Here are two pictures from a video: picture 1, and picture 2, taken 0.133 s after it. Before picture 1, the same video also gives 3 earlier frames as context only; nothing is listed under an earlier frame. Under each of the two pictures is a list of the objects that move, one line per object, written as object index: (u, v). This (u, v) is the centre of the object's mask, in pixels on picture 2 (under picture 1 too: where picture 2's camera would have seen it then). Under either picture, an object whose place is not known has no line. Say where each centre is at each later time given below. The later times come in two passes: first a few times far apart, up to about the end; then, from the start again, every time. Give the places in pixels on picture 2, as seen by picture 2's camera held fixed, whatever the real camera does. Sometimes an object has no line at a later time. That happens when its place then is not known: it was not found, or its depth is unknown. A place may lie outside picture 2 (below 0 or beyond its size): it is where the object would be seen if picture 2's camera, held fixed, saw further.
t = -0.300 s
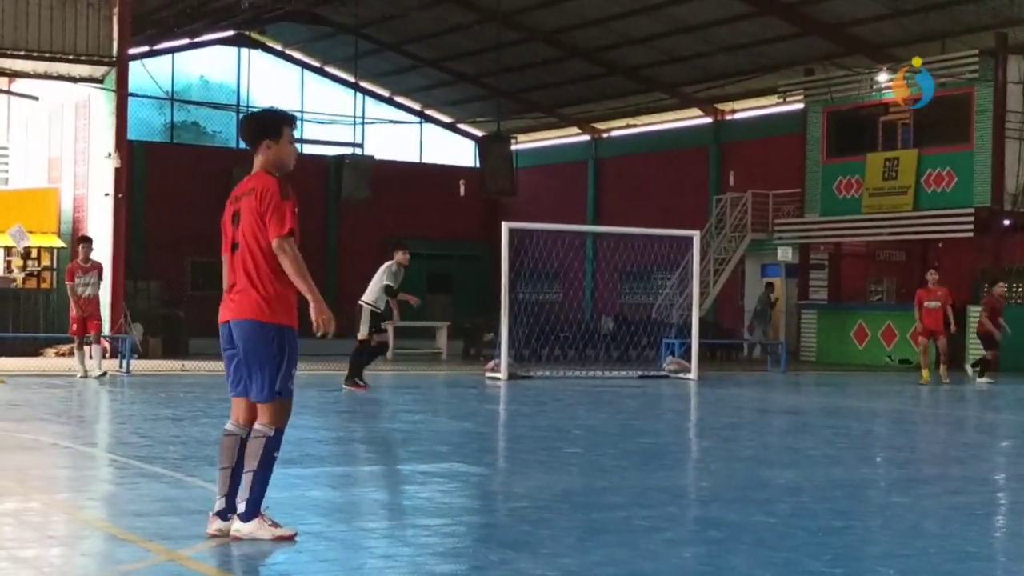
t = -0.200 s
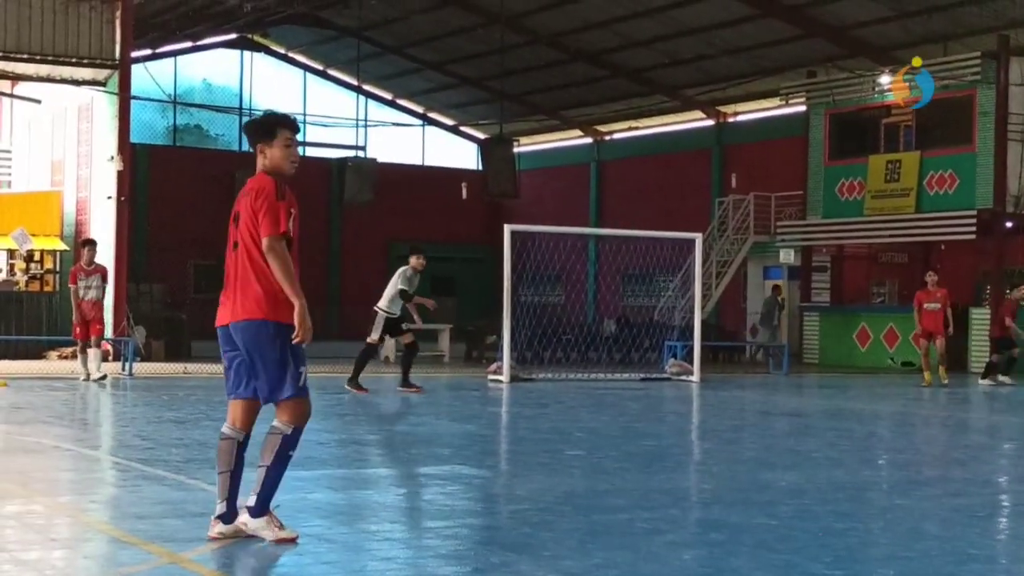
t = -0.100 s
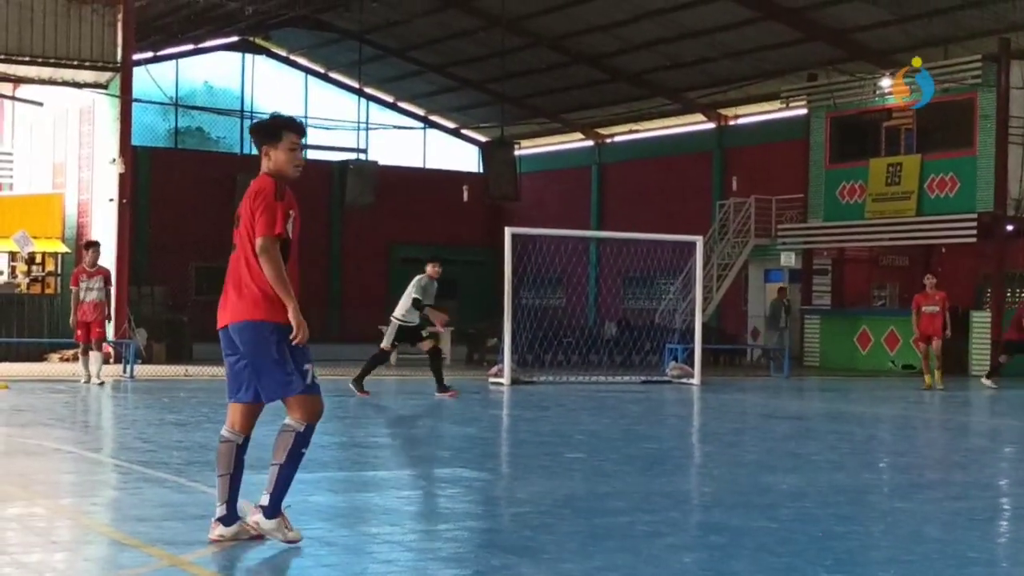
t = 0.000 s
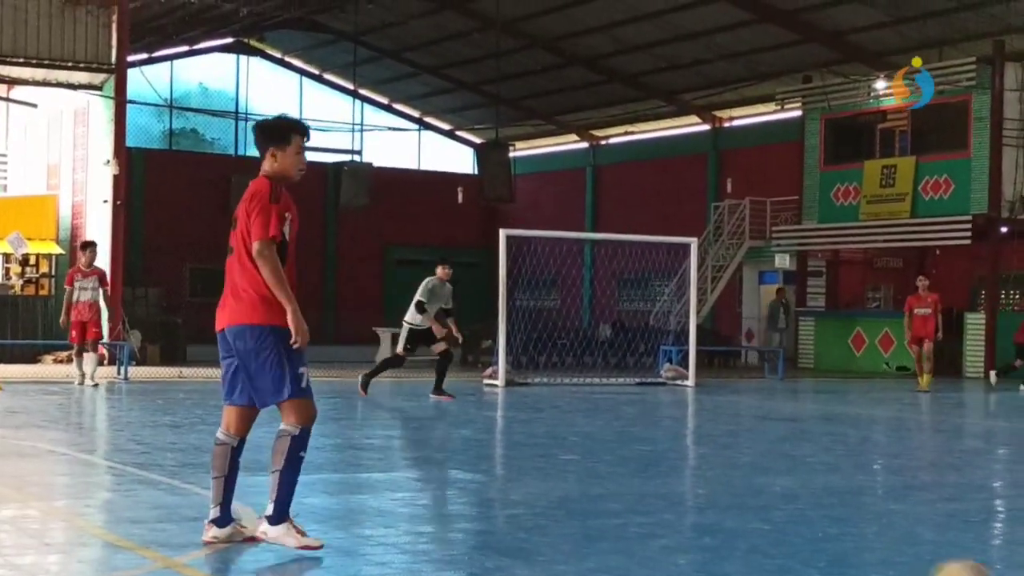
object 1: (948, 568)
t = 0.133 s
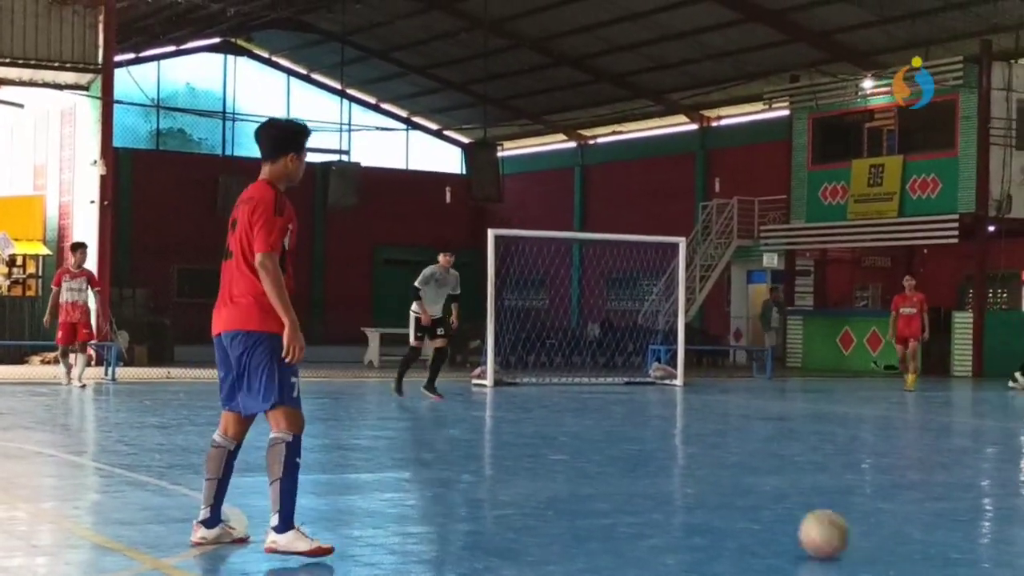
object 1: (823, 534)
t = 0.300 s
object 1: (736, 485)
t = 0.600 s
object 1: (657, 446)
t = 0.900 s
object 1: (612, 424)
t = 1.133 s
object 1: (586, 408)
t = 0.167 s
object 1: (802, 521)
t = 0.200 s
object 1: (782, 511)
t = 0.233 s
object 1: (765, 506)
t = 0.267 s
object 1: (749, 496)
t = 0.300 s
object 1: (736, 485)
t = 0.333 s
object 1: (723, 480)
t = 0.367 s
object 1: (712, 477)
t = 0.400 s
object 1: (701, 474)
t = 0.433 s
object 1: (692, 467)
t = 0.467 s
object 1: (684, 459)
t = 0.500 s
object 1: (676, 456)
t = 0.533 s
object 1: (669, 455)
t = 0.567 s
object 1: (662, 450)
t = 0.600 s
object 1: (657, 446)
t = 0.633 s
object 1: (649, 443)
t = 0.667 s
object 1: (644, 442)
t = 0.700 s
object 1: (639, 439)
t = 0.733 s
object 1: (634, 437)
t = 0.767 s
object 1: (629, 433)
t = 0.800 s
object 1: (624, 432)
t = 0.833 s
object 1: (620, 430)
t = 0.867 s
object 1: (616, 428)
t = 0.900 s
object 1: (612, 424)
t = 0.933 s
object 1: (607, 420)
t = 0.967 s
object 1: (603, 420)
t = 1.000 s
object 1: (600, 420)
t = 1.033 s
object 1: (596, 416)
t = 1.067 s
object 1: (593, 411)
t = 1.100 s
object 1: (591, 409)
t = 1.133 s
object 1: (586, 408)
